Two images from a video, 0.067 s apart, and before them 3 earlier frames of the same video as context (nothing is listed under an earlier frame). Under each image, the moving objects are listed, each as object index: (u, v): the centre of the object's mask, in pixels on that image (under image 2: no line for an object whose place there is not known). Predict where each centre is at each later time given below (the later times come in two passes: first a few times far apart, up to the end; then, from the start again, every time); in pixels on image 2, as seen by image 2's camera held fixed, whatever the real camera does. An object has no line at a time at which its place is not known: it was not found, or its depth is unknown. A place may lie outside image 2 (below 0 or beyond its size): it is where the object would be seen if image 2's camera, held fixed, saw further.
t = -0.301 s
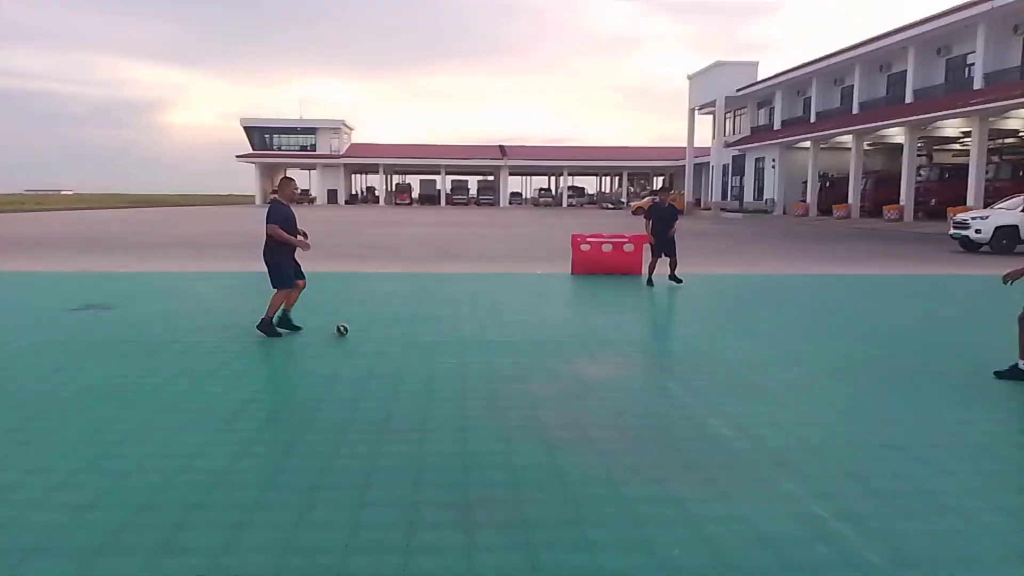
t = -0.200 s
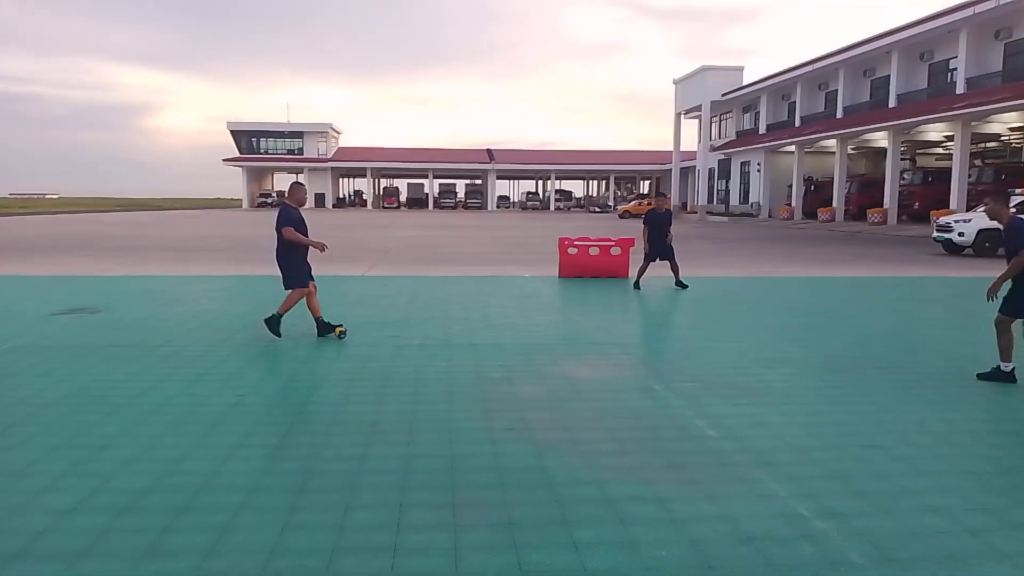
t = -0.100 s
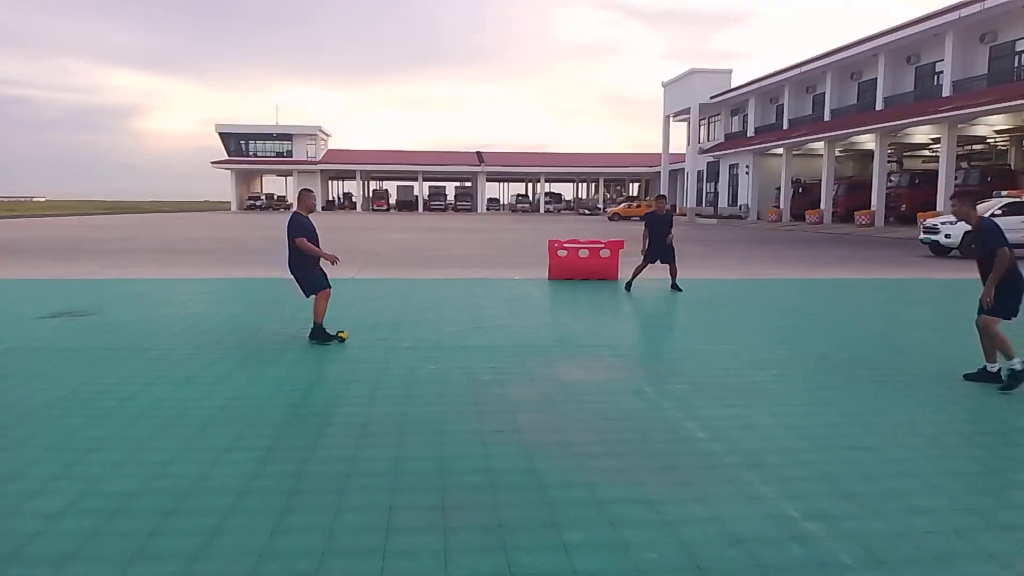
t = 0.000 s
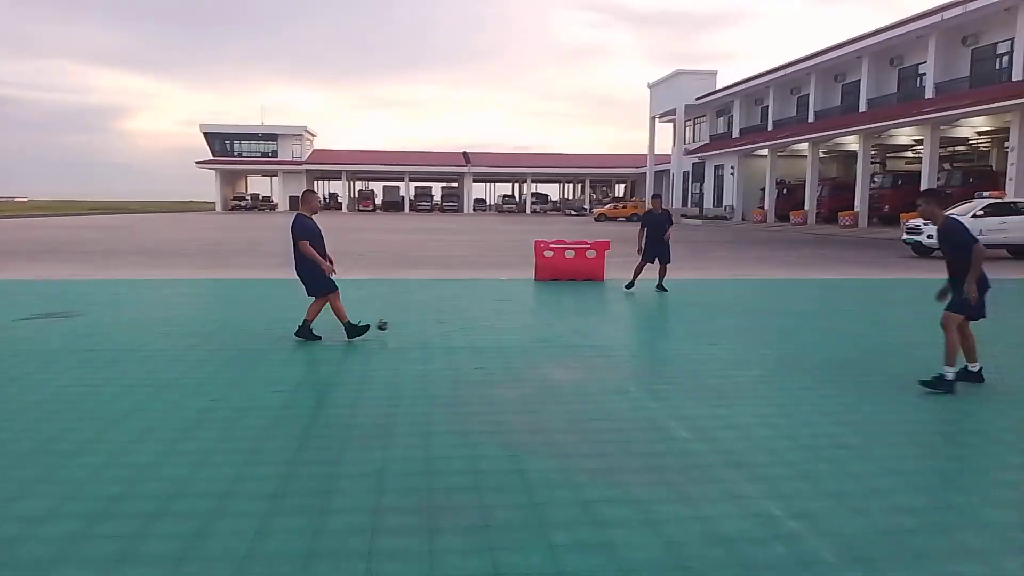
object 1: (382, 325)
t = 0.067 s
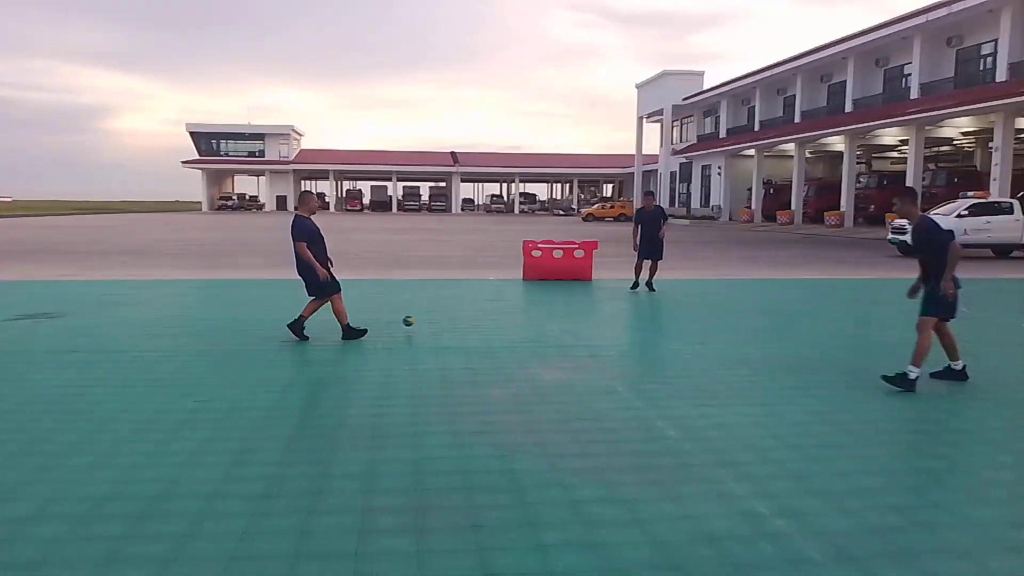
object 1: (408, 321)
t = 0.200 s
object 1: (471, 316)
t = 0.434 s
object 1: (554, 309)
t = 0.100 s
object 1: (425, 320)
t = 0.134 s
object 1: (441, 321)
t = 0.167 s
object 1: (456, 319)
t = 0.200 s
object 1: (471, 316)
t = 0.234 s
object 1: (484, 314)
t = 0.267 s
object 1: (497, 313)
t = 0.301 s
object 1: (509, 314)
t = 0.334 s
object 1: (521, 313)
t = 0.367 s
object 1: (533, 311)
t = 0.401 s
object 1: (543, 310)
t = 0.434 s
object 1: (554, 309)
